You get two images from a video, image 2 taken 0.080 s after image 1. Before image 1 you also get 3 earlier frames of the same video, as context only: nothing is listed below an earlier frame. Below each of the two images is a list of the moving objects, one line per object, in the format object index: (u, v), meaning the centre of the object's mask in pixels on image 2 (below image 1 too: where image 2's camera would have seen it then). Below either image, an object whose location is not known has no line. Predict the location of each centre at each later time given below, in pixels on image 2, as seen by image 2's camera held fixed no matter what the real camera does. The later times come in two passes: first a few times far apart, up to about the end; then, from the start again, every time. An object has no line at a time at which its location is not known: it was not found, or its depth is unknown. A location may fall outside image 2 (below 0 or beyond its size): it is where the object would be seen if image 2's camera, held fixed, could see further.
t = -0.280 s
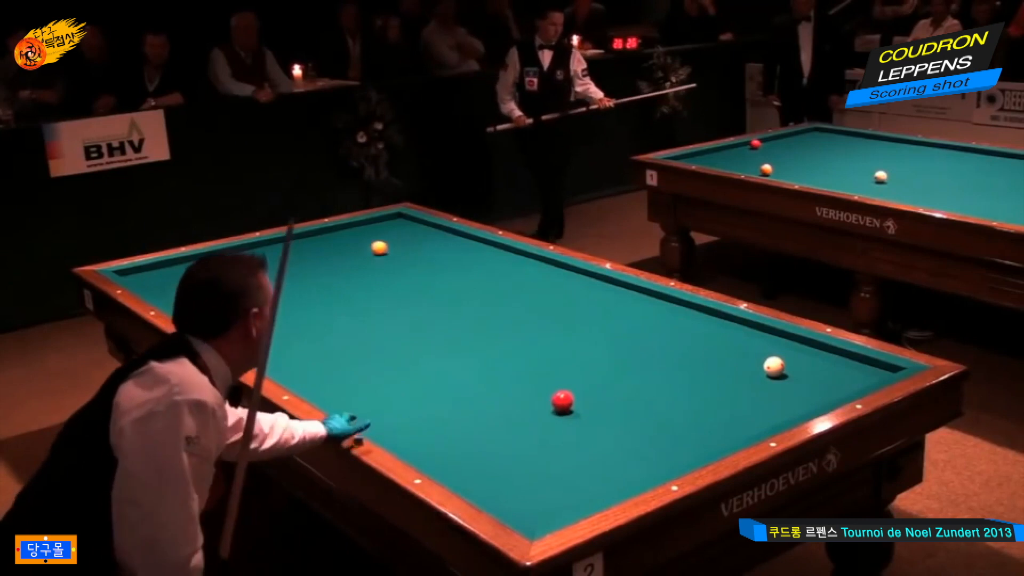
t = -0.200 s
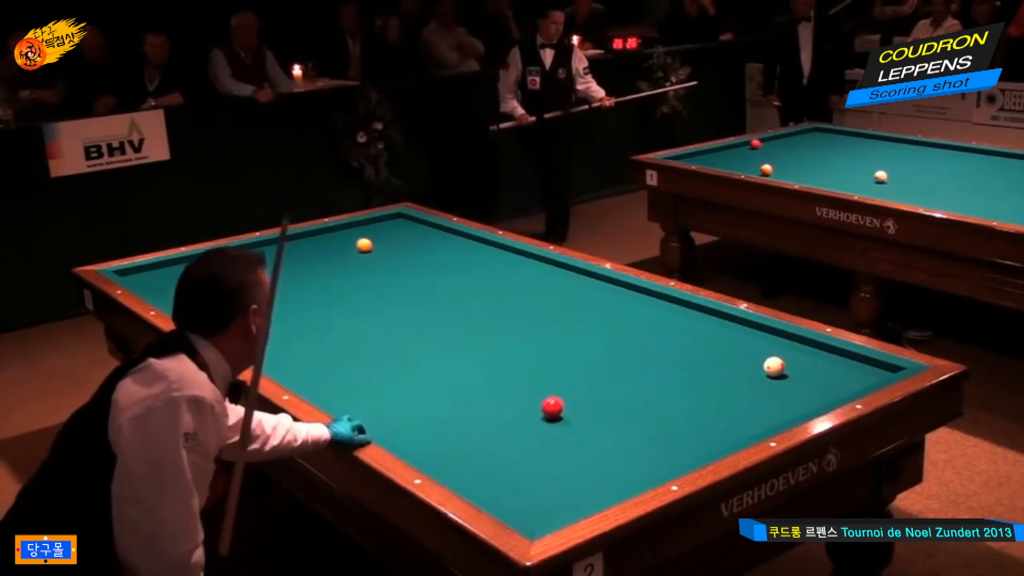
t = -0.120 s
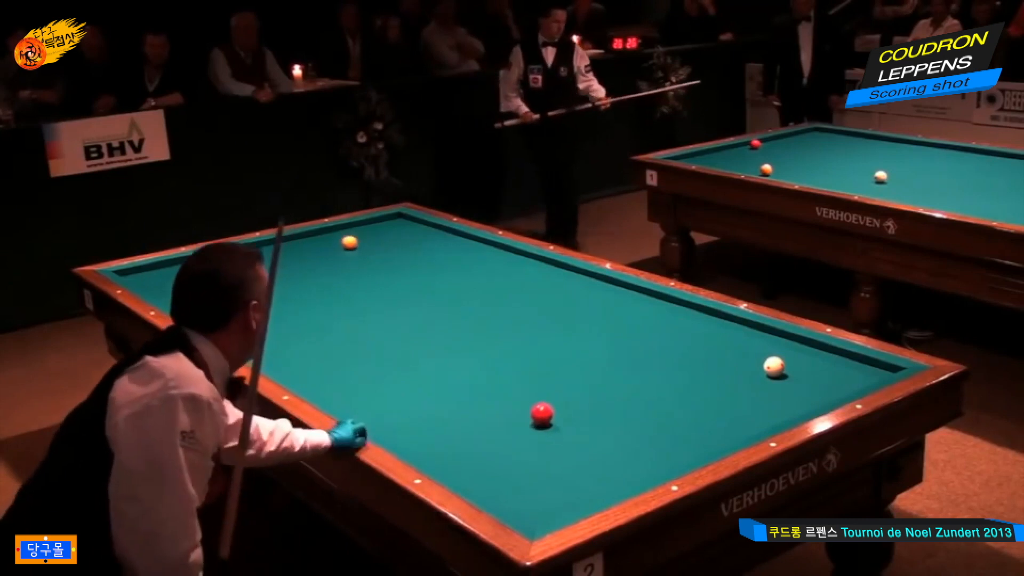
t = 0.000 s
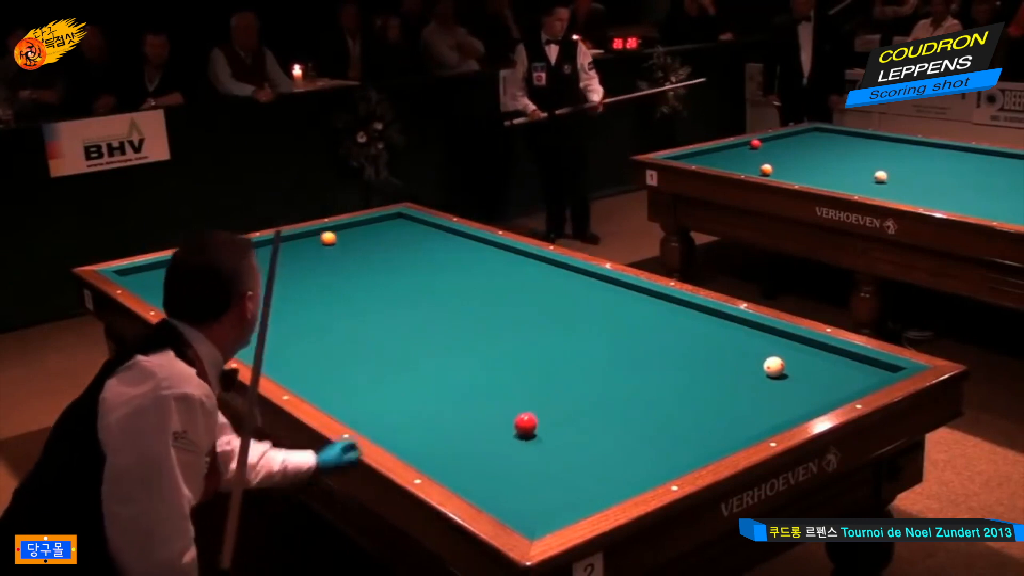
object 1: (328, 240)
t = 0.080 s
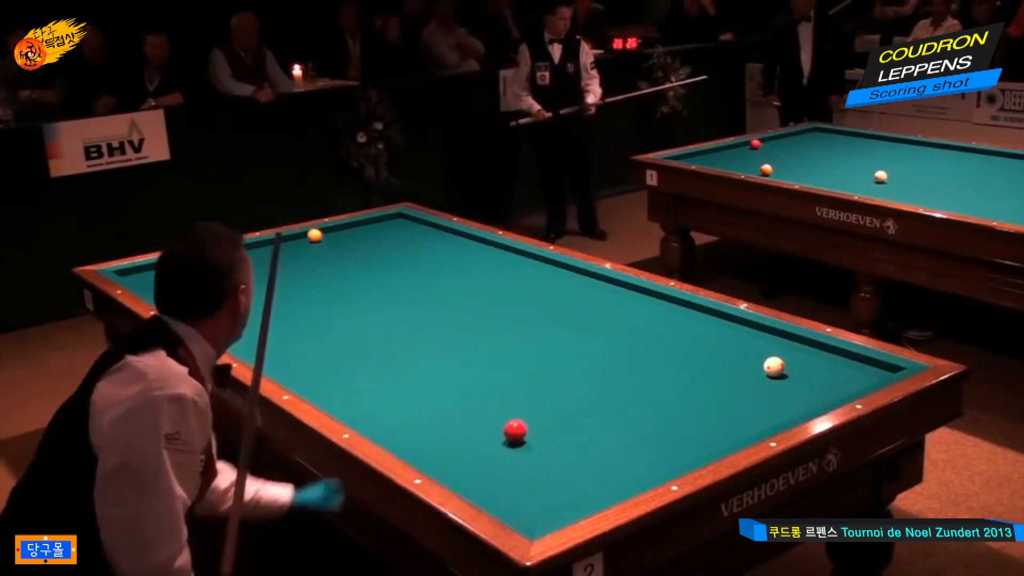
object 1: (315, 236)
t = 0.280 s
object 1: (302, 242)
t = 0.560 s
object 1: (293, 256)
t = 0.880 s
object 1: (281, 272)
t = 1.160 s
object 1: (269, 287)
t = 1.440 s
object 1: (257, 303)
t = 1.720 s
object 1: (244, 320)
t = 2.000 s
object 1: (231, 336)
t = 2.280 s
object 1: (261, 344)
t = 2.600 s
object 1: (302, 350)
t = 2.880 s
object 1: (338, 355)
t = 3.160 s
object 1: (374, 360)
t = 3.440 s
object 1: (410, 365)
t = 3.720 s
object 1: (446, 369)
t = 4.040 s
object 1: (487, 375)
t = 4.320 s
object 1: (523, 380)
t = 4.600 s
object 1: (558, 384)
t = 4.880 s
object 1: (594, 389)
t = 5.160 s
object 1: (629, 394)
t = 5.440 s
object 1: (664, 399)
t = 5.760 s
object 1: (704, 404)
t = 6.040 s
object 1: (738, 409)
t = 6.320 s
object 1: (771, 412)
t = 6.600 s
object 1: (788, 410)
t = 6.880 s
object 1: (785, 404)
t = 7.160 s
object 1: (782, 397)
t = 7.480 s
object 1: (779, 389)
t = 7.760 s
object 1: (776, 383)
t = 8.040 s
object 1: (774, 378)
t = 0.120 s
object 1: (308, 235)
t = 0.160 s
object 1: (304, 236)
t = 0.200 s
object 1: (304, 238)
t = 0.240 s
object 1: (303, 240)
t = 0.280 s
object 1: (302, 242)
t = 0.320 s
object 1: (301, 244)
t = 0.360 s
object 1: (300, 246)
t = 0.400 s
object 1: (299, 248)
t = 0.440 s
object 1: (297, 250)
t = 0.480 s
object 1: (296, 252)
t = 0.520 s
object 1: (294, 254)
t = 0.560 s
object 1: (293, 256)
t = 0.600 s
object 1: (292, 258)
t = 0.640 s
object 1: (290, 259)
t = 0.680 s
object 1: (288, 261)
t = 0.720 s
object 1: (287, 264)
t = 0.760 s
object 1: (285, 266)
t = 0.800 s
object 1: (284, 267)
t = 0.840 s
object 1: (282, 270)
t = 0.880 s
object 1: (281, 272)
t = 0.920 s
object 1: (279, 274)
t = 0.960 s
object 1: (277, 276)
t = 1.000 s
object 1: (276, 278)
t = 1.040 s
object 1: (274, 280)
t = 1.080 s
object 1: (273, 282)
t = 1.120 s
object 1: (271, 284)
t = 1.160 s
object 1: (269, 287)
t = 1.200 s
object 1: (267, 289)
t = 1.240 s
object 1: (266, 291)
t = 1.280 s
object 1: (264, 293)
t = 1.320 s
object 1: (262, 296)
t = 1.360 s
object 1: (260, 298)
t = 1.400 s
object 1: (258, 300)
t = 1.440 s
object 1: (257, 303)
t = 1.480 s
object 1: (255, 305)
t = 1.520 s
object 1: (253, 307)
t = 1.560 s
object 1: (251, 310)
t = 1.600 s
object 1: (249, 313)
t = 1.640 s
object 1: (247, 315)
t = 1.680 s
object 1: (246, 317)
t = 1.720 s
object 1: (244, 320)
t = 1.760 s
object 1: (242, 322)
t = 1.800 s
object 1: (240, 325)
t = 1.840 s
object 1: (238, 327)
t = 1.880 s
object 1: (236, 330)
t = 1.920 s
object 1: (234, 332)
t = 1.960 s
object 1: (233, 334)
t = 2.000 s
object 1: (231, 336)
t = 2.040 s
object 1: (232, 338)
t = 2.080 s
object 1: (237, 339)
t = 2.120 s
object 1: (242, 340)
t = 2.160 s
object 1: (247, 341)
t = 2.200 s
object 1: (252, 342)
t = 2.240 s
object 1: (256, 343)
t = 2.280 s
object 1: (261, 344)
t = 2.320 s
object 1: (266, 345)
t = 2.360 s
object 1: (272, 345)
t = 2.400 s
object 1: (277, 346)
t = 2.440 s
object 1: (282, 347)
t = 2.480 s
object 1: (287, 348)
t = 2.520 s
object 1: (292, 348)
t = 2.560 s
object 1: (297, 349)
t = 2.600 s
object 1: (302, 350)
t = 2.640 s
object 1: (307, 351)
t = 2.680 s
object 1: (313, 351)
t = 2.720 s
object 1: (318, 352)
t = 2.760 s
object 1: (323, 353)
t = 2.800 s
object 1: (328, 353)
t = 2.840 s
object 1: (333, 354)
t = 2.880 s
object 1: (338, 355)
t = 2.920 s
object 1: (343, 355)
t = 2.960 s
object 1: (348, 356)
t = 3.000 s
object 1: (353, 357)
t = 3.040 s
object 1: (359, 358)
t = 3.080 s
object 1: (364, 358)
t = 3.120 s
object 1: (369, 359)
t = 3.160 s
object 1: (374, 360)
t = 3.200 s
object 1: (379, 360)
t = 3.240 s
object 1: (384, 361)
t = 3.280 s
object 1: (390, 362)
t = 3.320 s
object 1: (395, 363)
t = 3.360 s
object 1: (400, 363)
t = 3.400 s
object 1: (405, 364)
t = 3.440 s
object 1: (410, 365)
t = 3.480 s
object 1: (416, 365)
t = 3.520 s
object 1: (420, 366)
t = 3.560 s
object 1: (426, 367)
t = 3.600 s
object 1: (431, 367)
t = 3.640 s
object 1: (436, 368)
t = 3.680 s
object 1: (441, 369)
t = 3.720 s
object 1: (446, 369)
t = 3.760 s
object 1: (451, 370)
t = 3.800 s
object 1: (456, 371)
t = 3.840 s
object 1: (462, 372)
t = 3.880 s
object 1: (467, 372)
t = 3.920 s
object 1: (472, 373)
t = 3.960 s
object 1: (477, 374)
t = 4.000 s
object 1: (482, 374)
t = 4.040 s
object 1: (487, 375)
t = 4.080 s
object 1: (492, 376)
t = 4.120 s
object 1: (497, 376)
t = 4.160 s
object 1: (502, 377)
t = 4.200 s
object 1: (508, 378)
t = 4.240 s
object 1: (513, 378)
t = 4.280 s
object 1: (518, 379)
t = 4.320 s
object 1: (523, 380)
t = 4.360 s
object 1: (528, 380)
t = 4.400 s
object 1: (533, 381)
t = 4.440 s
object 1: (538, 382)
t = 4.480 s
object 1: (543, 382)
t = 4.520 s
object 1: (548, 383)
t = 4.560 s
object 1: (553, 384)
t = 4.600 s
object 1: (558, 384)
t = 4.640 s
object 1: (563, 385)
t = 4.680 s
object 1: (568, 386)
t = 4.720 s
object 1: (574, 386)
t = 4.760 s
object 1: (578, 387)
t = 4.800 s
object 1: (584, 388)
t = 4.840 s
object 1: (589, 388)
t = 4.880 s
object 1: (594, 389)
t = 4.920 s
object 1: (599, 390)
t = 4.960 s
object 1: (604, 391)
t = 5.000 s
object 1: (609, 391)
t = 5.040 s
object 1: (614, 392)
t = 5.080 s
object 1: (619, 393)
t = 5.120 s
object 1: (624, 393)
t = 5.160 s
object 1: (629, 394)
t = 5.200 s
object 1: (634, 395)
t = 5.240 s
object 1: (639, 396)
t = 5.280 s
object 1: (644, 396)
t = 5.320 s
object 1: (649, 397)
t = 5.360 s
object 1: (654, 398)
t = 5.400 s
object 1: (659, 398)
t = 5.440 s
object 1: (664, 399)
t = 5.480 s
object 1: (669, 399)
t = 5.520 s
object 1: (674, 400)
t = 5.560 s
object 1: (679, 401)
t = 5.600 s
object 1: (684, 402)
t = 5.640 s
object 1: (689, 403)
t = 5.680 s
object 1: (694, 403)
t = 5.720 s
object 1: (699, 404)
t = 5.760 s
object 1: (704, 404)
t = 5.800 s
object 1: (709, 405)
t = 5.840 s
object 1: (714, 406)
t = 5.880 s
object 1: (718, 406)
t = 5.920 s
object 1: (723, 407)
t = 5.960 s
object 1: (728, 408)
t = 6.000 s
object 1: (733, 408)
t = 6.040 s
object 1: (738, 409)
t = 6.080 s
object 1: (743, 410)
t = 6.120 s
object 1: (747, 411)
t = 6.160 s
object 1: (753, 411)
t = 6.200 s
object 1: (757, 412)
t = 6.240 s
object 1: (762, 412)
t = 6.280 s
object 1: (767, 413)
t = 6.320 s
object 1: (771, 412)
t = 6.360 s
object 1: (775, 413)
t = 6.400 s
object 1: (780, 412)
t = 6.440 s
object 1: (784, 412)
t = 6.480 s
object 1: (789, 412)
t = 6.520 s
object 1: (789, 411)
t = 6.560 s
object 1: (788, 410)
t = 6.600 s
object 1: (788, 410)
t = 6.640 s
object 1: (787, 409)
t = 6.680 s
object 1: (787, 408)
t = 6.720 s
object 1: (786, 407)
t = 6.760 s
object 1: (786, 407)
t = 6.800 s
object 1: (786, 406)
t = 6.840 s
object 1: (786, 405)
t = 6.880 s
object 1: (785, 404)
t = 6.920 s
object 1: (785, 403)
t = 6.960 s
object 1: (785, 402)
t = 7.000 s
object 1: (784, 401)
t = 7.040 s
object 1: (783, 400)
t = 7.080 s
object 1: (783, 399)
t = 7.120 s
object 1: (783, 398)
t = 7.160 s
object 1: (782, 397)
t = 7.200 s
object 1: (782, 396)
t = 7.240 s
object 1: (781, 395)
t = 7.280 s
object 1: (781, 394)
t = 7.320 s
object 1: (780, 393)
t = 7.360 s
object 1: (780, 392)
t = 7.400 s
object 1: (780, 391)
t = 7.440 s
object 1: (779, 390)
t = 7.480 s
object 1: (779, 389)
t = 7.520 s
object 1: (778, 388)
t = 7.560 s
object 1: (778, 387)
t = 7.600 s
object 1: (778, 386)
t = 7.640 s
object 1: (777, 386)
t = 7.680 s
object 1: (777, 384)
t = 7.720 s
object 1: (776, 384)
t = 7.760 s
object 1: (776, 383)
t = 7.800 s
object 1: (776, 382)
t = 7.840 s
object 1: (775, 382)
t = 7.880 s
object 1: (775, 381)
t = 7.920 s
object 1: (775, 380)
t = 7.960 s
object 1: (775, 380)
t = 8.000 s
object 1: (774, 379)
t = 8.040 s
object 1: (774, 378)
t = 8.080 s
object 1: (774, 377)
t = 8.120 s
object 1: (774, 376)
